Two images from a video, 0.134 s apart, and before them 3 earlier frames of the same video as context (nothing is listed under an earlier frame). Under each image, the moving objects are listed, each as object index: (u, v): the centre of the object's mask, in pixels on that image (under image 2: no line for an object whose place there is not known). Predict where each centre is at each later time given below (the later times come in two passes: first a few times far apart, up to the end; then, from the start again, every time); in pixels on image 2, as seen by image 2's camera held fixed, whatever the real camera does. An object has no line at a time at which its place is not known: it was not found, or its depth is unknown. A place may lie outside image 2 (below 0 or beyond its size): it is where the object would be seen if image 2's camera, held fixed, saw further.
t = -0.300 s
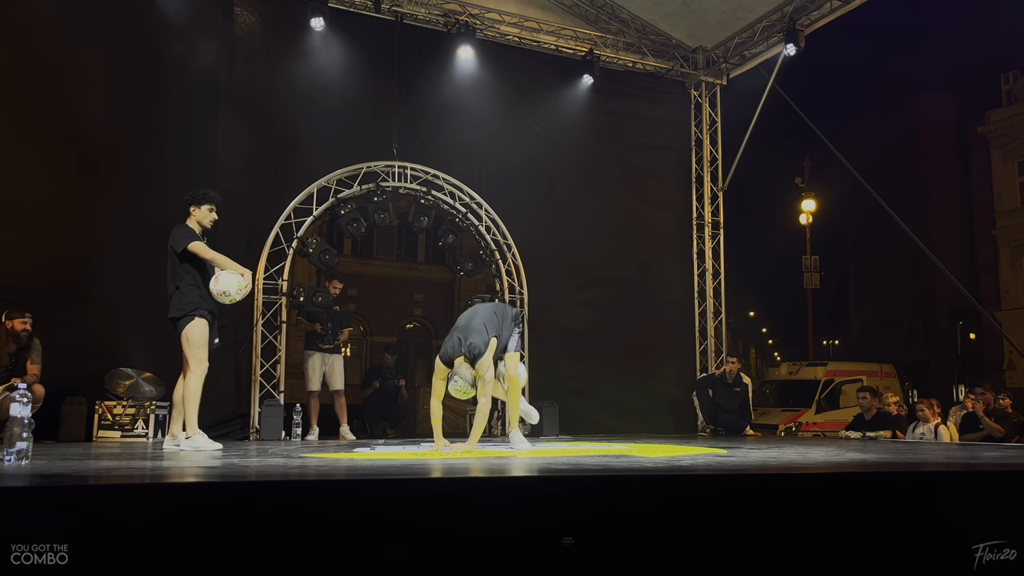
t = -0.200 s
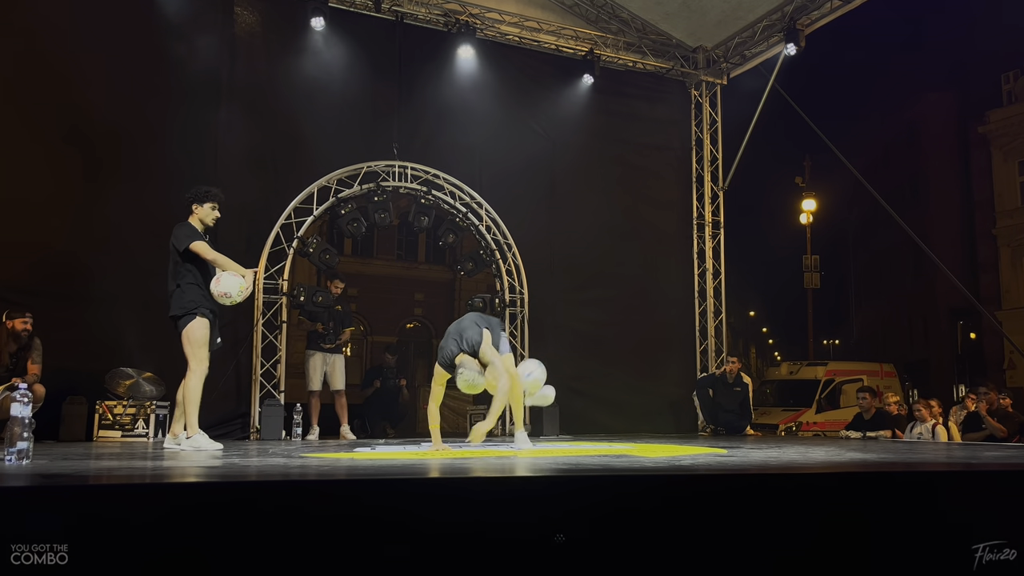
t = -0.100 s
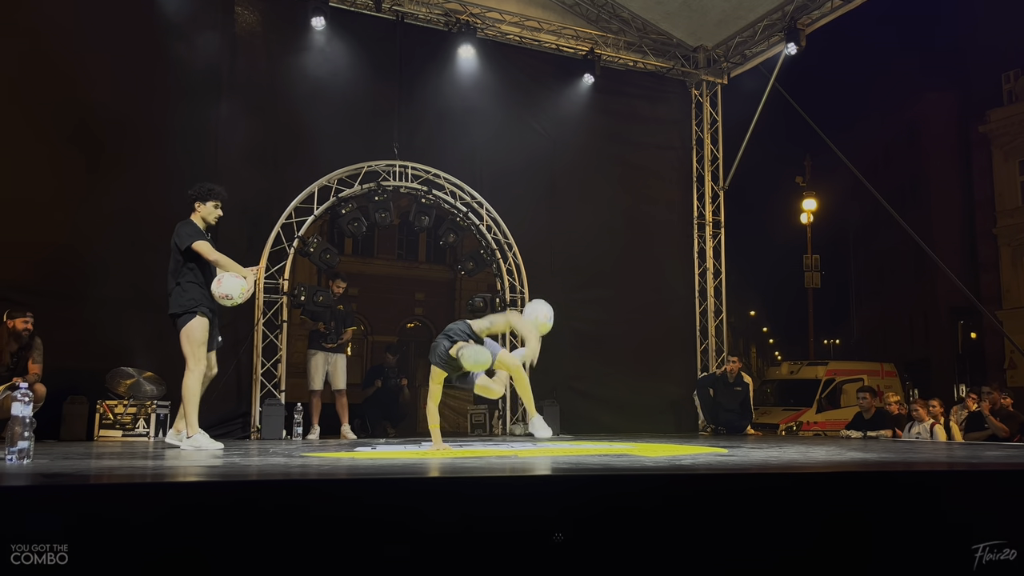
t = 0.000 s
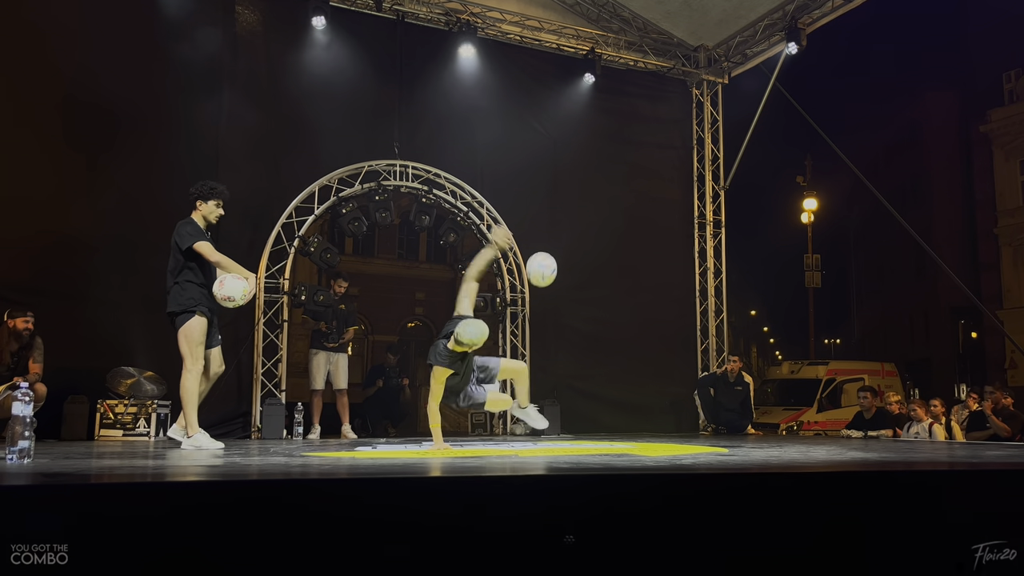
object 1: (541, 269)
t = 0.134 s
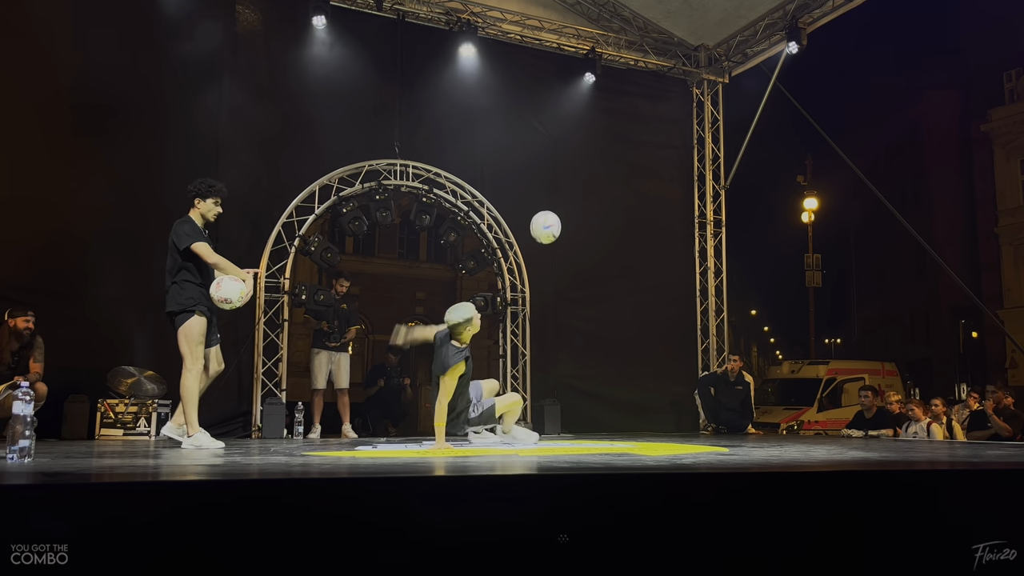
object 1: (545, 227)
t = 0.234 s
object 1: (548, 212)
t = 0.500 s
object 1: (554, 236)
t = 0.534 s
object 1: (554, 245)
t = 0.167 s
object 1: (546, 220)
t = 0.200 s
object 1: (547, 215)
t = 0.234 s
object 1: (548, 212)
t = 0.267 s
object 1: (549, 210)
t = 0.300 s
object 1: (549, 209)
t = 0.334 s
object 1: (550, 210)
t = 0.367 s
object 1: (551, 212)
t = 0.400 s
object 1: (552, 216)
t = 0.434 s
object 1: (552, 221)
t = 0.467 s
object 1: (553, 227)
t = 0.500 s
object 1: (554, 236)
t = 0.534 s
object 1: (554, 245)
